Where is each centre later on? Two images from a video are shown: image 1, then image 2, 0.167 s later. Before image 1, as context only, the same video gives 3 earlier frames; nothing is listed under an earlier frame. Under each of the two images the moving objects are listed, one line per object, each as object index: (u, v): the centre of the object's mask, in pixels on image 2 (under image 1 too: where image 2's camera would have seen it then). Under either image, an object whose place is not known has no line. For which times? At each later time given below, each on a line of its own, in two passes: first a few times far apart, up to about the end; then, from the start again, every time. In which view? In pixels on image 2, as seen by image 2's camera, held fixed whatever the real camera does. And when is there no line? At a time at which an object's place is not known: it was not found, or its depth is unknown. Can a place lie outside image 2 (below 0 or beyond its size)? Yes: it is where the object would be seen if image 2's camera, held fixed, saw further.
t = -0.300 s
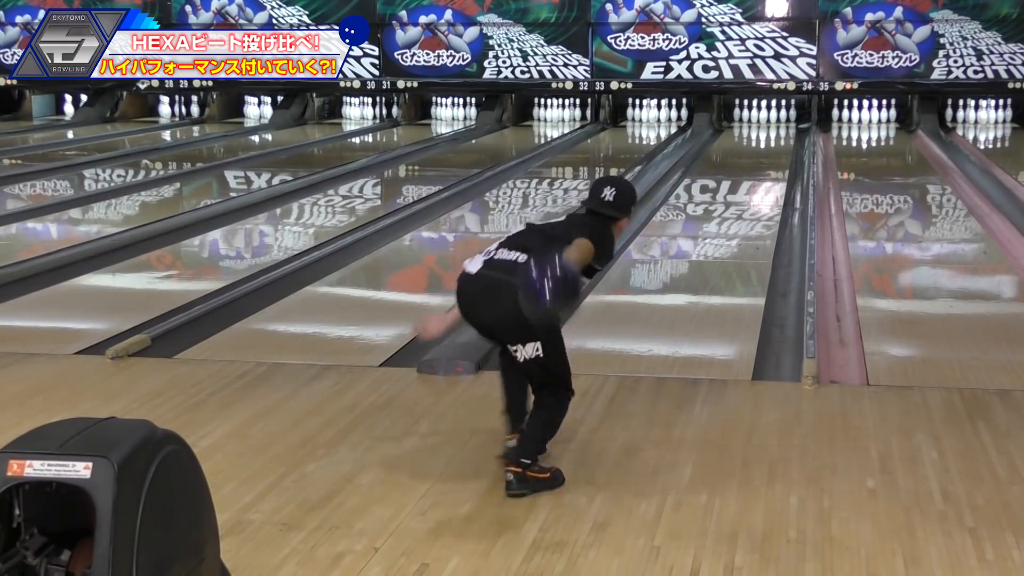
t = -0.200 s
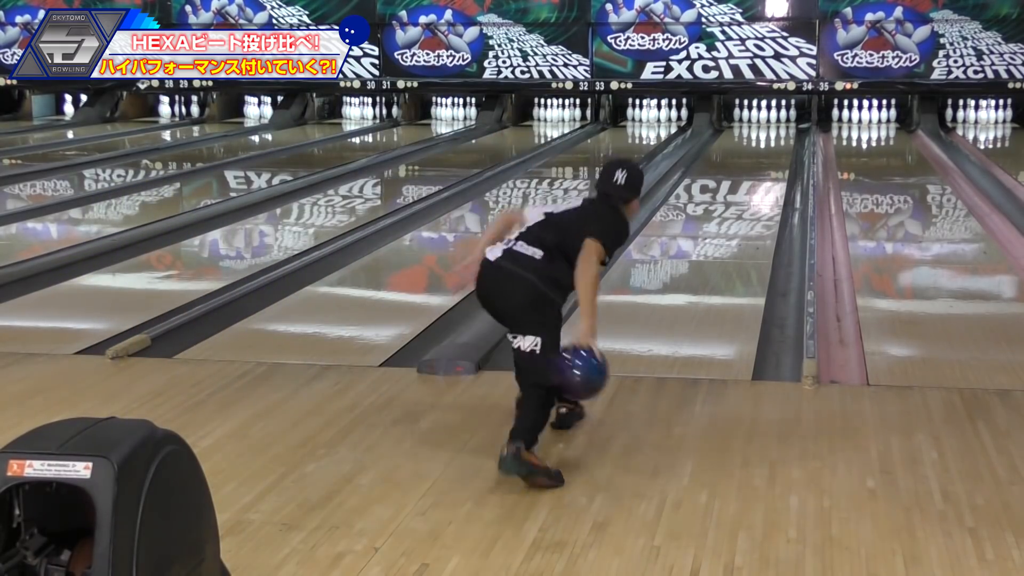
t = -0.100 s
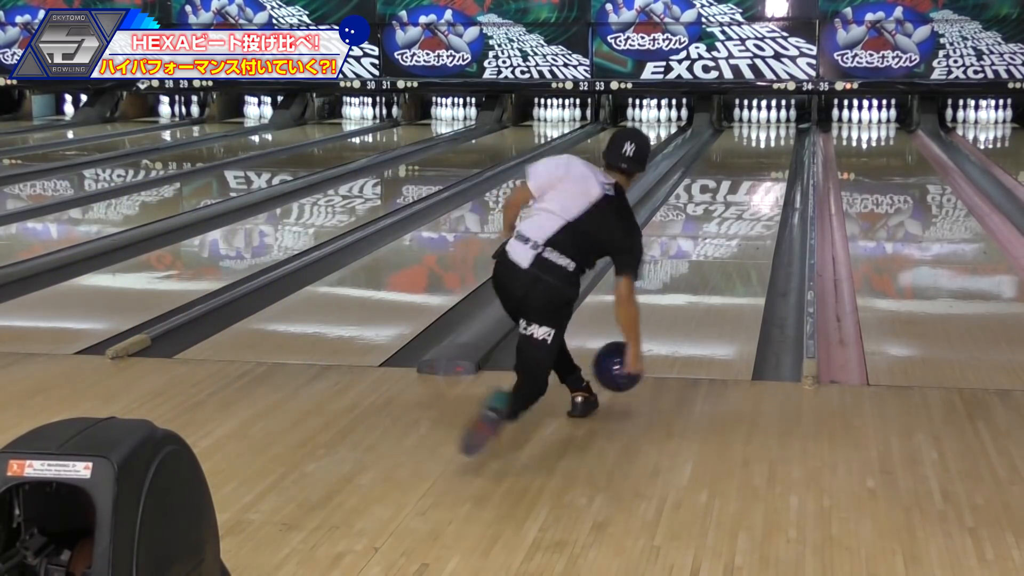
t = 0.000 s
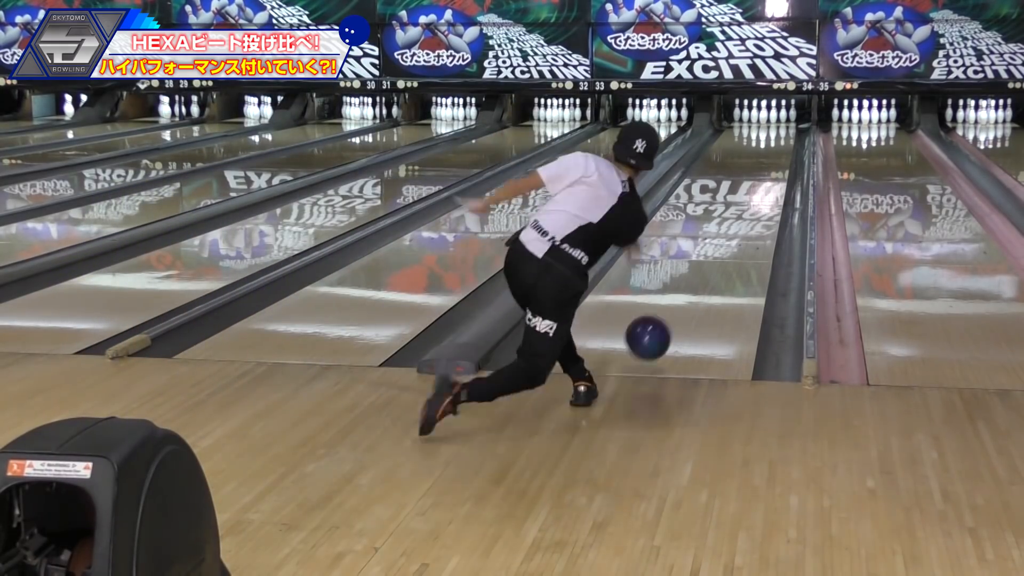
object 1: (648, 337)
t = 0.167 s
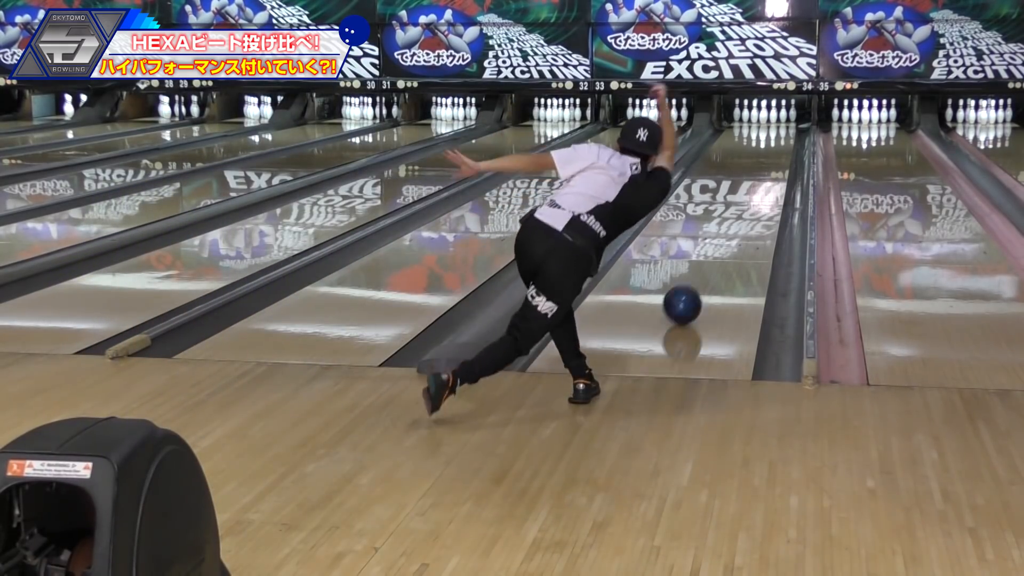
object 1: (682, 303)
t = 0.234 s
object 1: (693, 289)
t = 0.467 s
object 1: (723, 246)
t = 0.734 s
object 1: (746, 211)
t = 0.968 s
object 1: (760, 189)
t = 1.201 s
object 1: (770, 171)
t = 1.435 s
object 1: (777, 157)
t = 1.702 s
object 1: (781, 144)
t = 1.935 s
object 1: (782, 134)
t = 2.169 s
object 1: (778, 127)
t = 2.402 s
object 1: (769, 120)
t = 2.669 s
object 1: (756, 116)
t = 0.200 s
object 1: (688, 296)
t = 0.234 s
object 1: (693, 289)
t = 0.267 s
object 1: (698, 281)
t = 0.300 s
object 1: (703, 275)
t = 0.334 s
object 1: (708, 269)
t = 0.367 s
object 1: (711, 263)
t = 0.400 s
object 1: (716, 257)
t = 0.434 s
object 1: (719, 251)
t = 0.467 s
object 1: (723, 246)
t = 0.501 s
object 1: (726, 241)
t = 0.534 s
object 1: (729, 236)
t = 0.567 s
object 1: (733, 231)
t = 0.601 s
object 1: (736, 227)
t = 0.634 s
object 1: (738, 223)
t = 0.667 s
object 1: (741, 218)
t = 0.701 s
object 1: (743, 215)
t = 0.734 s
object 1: (746, 211)
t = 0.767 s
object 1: (748, 207)
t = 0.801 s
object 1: (750, 204)
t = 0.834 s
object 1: (752, 201)
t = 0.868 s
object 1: (754, 197)
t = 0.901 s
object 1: (756, 194)
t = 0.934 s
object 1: (758, 191)
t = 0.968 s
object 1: (760, 189)
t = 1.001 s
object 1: (762, 186)
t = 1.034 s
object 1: (763, 183)
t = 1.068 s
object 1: (765, 181)
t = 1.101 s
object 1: (766, 178)
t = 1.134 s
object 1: (767, 176)
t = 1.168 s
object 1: (769, 173)
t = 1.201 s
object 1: (770, 171)
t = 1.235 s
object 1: (771, 169)
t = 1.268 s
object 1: (772, 167)
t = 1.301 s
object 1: (774, 165)
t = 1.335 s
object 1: (774, 163)
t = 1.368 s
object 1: (775, 161)
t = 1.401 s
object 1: (776, 159)
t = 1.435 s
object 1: (777, 157)
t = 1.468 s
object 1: (778, 155)
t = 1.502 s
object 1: (778, 153)
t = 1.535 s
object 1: (779, 152)
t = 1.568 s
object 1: (780, 150)
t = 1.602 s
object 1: (780, 149)
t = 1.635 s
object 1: (781, 147)
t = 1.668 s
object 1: (781, 145)
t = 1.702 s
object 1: (781, 144)
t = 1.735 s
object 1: (782, 142)
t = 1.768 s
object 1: (782, 141)
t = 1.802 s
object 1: (782, 140)
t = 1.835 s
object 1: (783, 138)
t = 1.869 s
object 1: (783, 137)
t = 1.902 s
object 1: (783, 135)
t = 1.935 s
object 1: (782, 134)
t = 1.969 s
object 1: (782, 133)
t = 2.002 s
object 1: (782, 132)
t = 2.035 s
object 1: (781, 131)
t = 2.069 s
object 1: (781, 130)
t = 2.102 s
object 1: (780, 129)
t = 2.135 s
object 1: (779, 128)
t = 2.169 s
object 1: (778, 127)
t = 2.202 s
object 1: (777, 126)
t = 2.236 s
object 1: (776, 125)
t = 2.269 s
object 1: (775, 124)
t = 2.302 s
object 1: (774, 123)
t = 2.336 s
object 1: (773, 122)
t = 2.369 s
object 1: (771, 121)
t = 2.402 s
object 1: (769, 120)
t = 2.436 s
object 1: (767, 120)
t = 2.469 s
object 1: (765, 119)
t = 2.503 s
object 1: (764, 118)
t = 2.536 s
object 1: (764, 117)
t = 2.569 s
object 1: (763, 117)
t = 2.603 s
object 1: (761, 117)
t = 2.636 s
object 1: (758, 115)
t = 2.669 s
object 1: (756, 116)
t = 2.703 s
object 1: (756, 116)
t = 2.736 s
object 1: (754, 117)
